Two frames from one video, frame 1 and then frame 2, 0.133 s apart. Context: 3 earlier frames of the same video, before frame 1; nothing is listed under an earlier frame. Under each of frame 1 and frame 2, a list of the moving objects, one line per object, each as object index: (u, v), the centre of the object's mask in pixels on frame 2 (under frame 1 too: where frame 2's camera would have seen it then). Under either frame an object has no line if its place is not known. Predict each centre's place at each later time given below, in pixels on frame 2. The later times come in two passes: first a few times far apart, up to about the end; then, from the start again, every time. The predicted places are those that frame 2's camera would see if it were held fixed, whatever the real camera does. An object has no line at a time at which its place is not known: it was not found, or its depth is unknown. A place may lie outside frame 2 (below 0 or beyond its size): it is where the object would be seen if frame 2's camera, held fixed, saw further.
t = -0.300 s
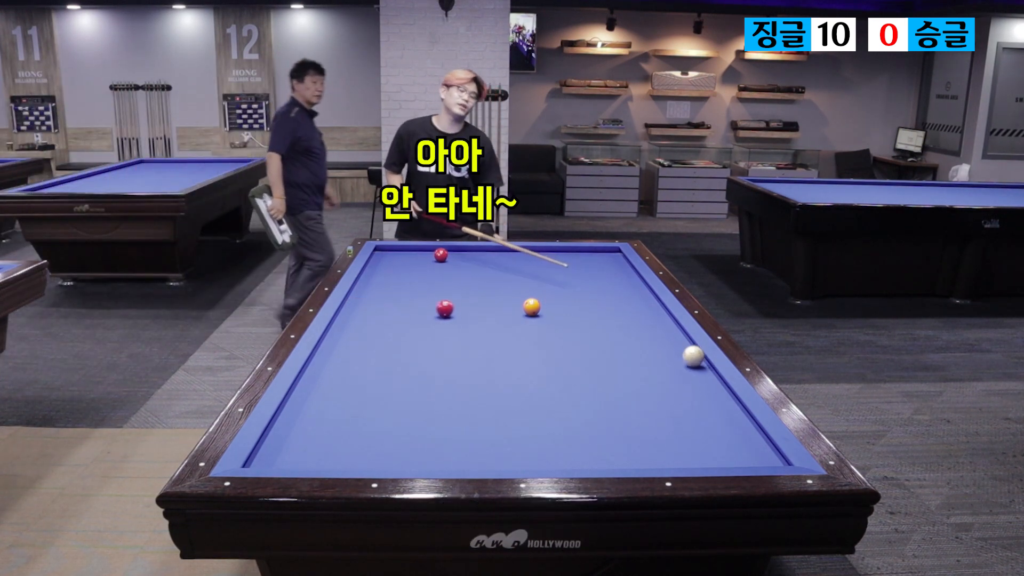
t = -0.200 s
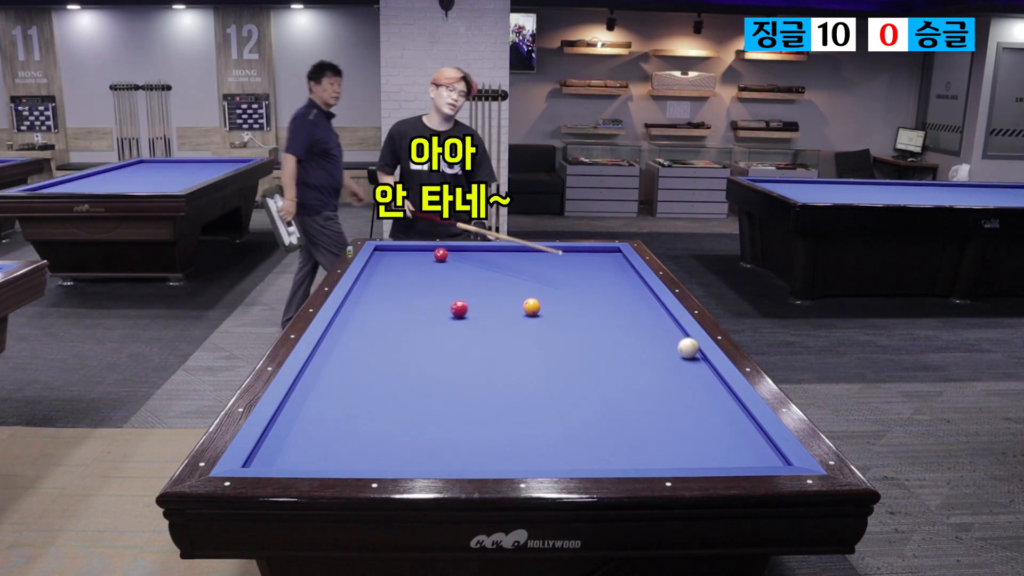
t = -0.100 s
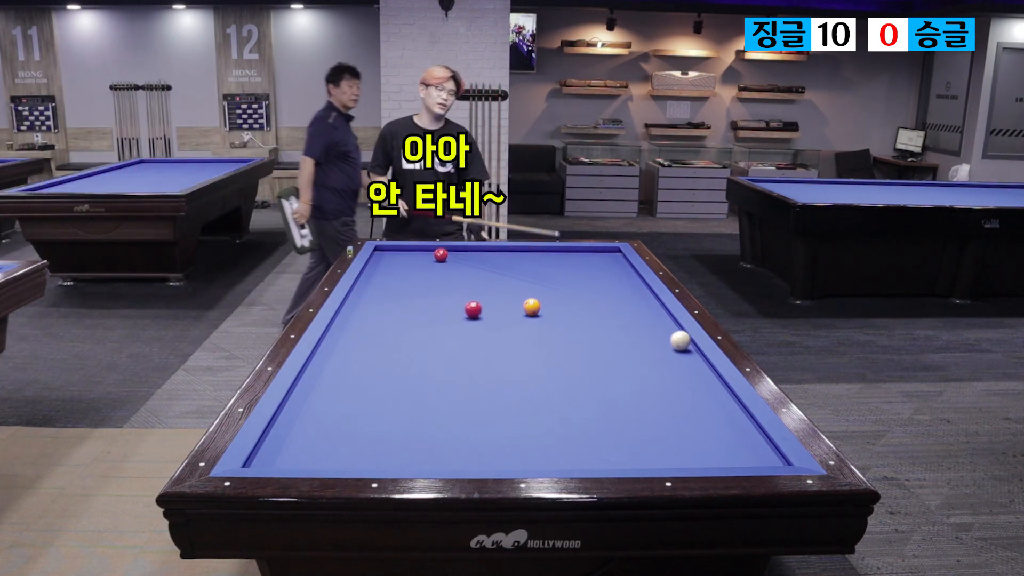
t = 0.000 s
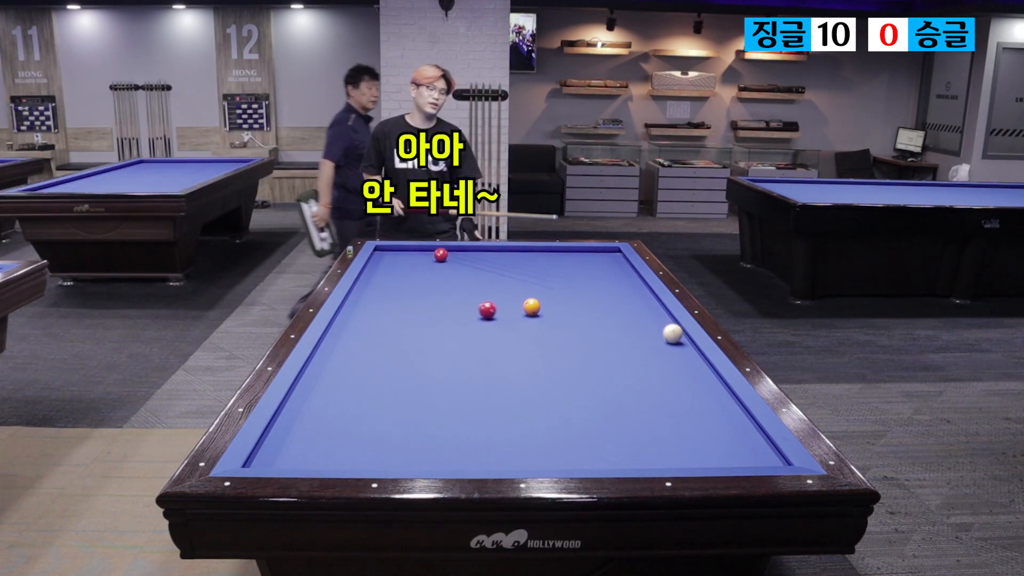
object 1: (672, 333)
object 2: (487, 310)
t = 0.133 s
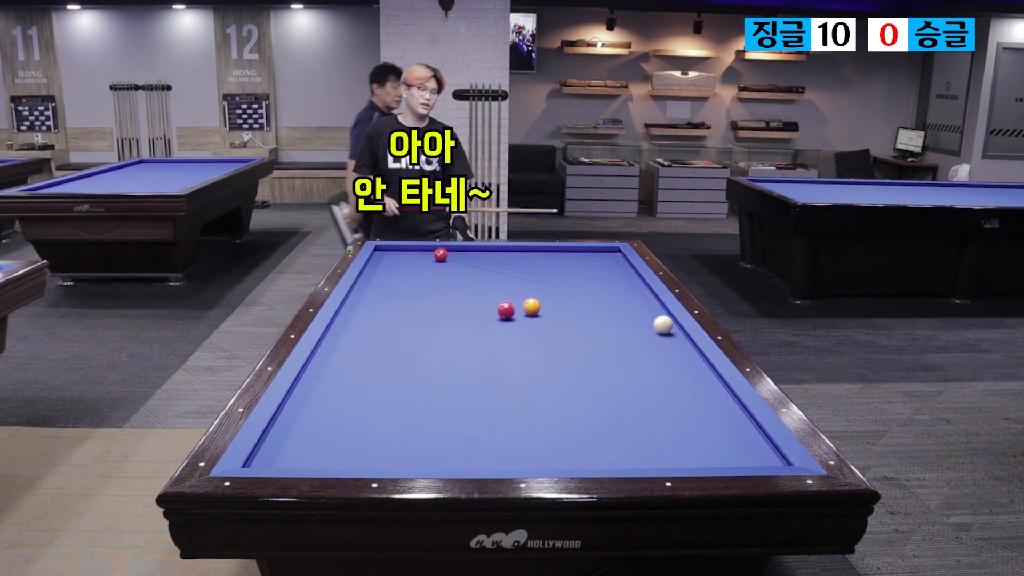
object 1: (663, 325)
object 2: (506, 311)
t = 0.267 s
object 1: (654, 316)
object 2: (524, 312)
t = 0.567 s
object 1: (636, 300)
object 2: (563, 315)
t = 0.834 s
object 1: (623, 287)
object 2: (596, 318)
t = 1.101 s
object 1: (610, 276)
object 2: (630, 321)
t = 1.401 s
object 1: (598, 265)
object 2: (667, 324)
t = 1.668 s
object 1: (582, 251)
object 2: (644, 328)
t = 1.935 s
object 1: (565, 274)
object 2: (554, 338)
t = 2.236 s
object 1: (560, 301)
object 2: (475, 346)
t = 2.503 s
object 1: (576, 309)
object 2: (430, 351)
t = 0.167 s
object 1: (661, 322)
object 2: (510, 311)
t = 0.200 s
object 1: (658, 321)
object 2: (515, 311)
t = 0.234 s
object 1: (656, 319)
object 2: (519, 312)
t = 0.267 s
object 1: (654, 316)
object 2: (524, 312)
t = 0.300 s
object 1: (652, 314)
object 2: (529, 312)
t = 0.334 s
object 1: (650, 313)
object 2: (533, 312)
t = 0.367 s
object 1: (648, 311)
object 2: (537, 313)
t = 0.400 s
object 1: (646, 309)
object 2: (541, 313)
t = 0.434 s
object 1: (644, 307)
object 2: (545, 313)
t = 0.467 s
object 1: (642, 305)
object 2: (550, 314)
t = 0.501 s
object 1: (640, 304)
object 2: (554, 314)
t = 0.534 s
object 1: (638, 302)
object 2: (558, 314)
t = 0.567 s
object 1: (636, 300)
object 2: (563, 315)
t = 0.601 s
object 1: (635, 298)
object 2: (567, 316)
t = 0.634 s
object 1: (633, 297)
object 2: (571, 316)
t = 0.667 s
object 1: (631, 295)
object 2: (575, 316)
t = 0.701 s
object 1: (629, 293)
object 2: (580, 317)
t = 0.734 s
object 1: (628, 292)
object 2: (584, 317)
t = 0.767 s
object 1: (626, 290)
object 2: (588, 317)
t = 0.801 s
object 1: (624, 289)
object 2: (592, 318)
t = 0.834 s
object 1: (623, 287)
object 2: (596, 318)
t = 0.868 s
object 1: (621, 286)
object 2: (601, 319)
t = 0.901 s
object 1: (620, 285)
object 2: (605, 319)
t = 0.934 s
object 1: (618, 283)
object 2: (609, 319)
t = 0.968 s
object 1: (616, 282)
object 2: (613, 320)
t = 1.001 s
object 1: (615, 280)
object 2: (617, 320)
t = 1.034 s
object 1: (613, 279)
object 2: (622, 320)
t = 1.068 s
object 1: (612, 278)
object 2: (626, 321)
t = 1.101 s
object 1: (610, 276)
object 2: (630, 321)
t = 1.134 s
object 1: (609, 275)
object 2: (634, 321)
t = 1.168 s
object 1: (608, 274)
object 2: (638, 322)
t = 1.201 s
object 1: (606, 272)
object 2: (642, 322)
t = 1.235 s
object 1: (605, 271)
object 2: (647, 323)
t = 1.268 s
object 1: (603, 270)
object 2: (651, 323)
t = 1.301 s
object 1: (602, 269)
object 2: (655, 323)
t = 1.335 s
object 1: (601, 268)
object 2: (659, 324)
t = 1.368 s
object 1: (599, 267)
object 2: (663, 324)
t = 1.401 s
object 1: (598, 265)
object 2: (667, 324)
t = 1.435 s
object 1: (597, 264)
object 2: (671, 325)
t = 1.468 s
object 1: (596, 263)
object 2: (669, 325)
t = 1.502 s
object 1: (594, 262)
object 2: (667, 325)
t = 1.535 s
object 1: (593, 261)
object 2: (665, 325)
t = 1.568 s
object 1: (592, 260)
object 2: (663, 326)
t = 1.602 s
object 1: (591, 259)
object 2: (660, 326)
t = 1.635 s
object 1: (589, 257)
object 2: (656, 326)
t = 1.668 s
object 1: (582, 251)
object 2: (644, 328)
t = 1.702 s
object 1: (578, 250)
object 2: (632, 329)
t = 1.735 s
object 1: (576, 253)
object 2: (620, 330)
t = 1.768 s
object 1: (575, 256)
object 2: (608, 332)
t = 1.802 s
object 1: (573, 260)
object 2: (597, 333)
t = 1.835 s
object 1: (571, 263)
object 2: (586, 334)
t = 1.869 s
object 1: (569, 267)
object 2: (575, 336)
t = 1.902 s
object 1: (567, 270)
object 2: (564, 337)
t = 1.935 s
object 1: (565, 274)
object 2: (554, 338)
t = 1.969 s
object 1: (563, 278)
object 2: (544, 339)
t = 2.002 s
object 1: (560, 281)
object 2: (534, 340)
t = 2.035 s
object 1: (558, 285)
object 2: (524, 341)
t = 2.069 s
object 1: (556, 289)
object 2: (515, 342)
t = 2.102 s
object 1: (554, 292)
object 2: (507, 343)
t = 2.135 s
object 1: (553, 296)
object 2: (498, 344)
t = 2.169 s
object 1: (554, 298)
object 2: (490, 345)
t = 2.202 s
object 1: (557, 300)
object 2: (482, 345)
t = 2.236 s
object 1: (560, 301)
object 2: (475, 346)
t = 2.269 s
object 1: (563, 302)
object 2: (468, 347)
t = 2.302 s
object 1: (565, 304)
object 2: (462, 348)
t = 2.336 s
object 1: (567, 305)
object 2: (455, 348)
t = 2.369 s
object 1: (569, 306)
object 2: (450, 349)
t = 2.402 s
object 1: (571, 307)
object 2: (444, 349)
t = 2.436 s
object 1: (573, 308)
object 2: (439, 350)
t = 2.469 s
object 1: (574, 309)
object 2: (434, 350)
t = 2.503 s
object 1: (576, 309)
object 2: (430, 351)
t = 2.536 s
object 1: (576, 310)
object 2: (426, 351)
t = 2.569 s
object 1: (577, 311)
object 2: (423, 351)
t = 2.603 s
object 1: (578, 311)
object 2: (420, 352)
